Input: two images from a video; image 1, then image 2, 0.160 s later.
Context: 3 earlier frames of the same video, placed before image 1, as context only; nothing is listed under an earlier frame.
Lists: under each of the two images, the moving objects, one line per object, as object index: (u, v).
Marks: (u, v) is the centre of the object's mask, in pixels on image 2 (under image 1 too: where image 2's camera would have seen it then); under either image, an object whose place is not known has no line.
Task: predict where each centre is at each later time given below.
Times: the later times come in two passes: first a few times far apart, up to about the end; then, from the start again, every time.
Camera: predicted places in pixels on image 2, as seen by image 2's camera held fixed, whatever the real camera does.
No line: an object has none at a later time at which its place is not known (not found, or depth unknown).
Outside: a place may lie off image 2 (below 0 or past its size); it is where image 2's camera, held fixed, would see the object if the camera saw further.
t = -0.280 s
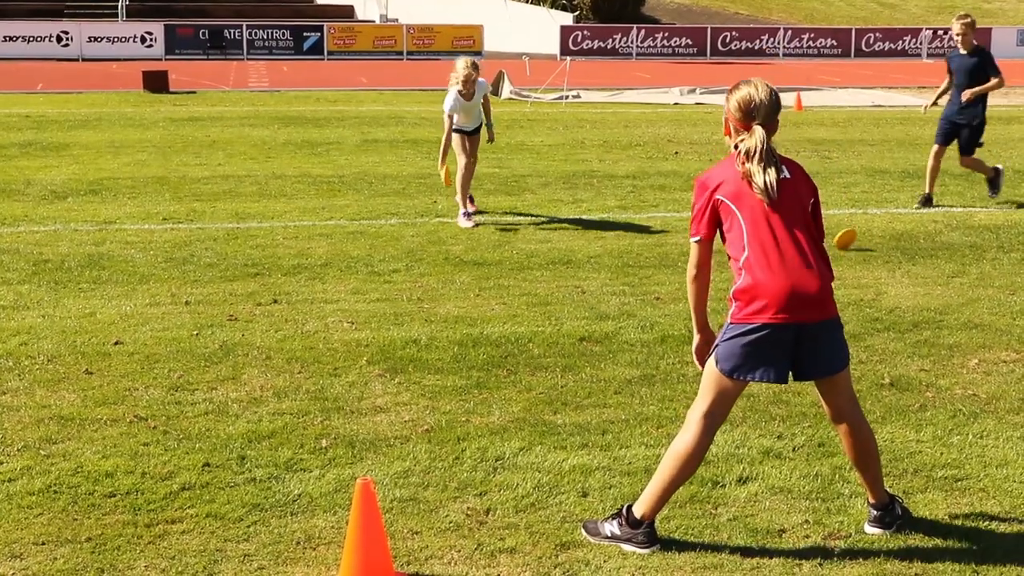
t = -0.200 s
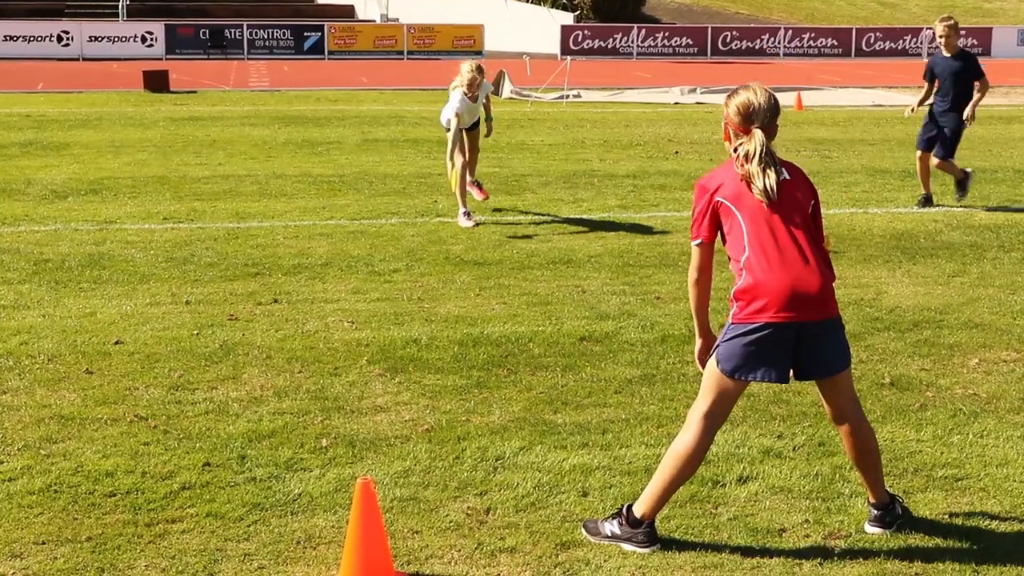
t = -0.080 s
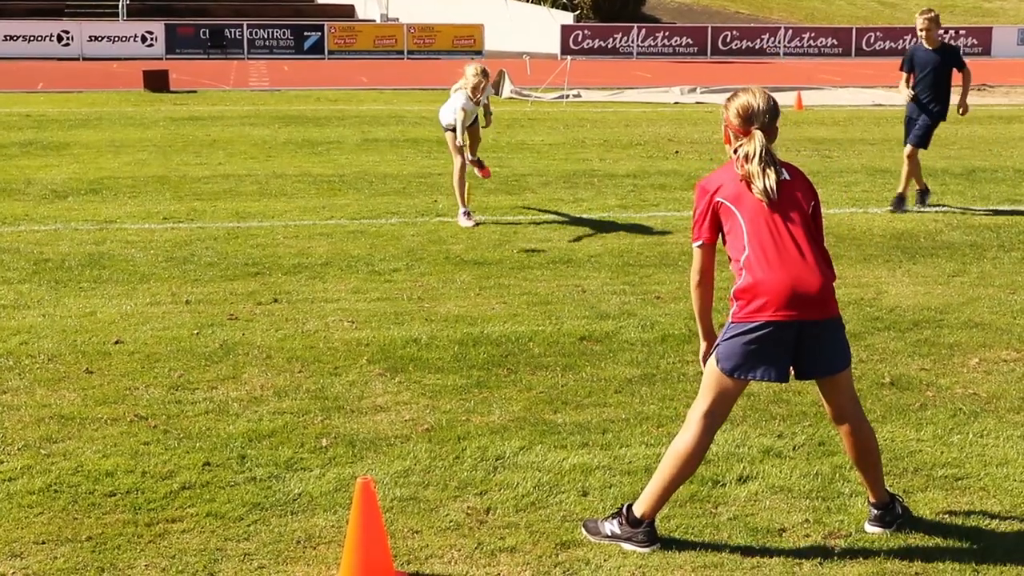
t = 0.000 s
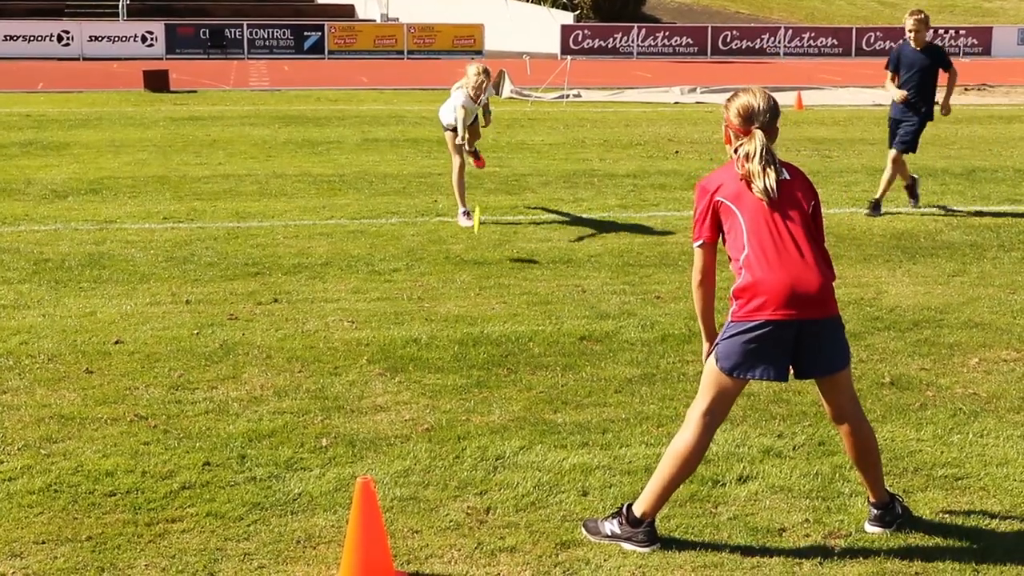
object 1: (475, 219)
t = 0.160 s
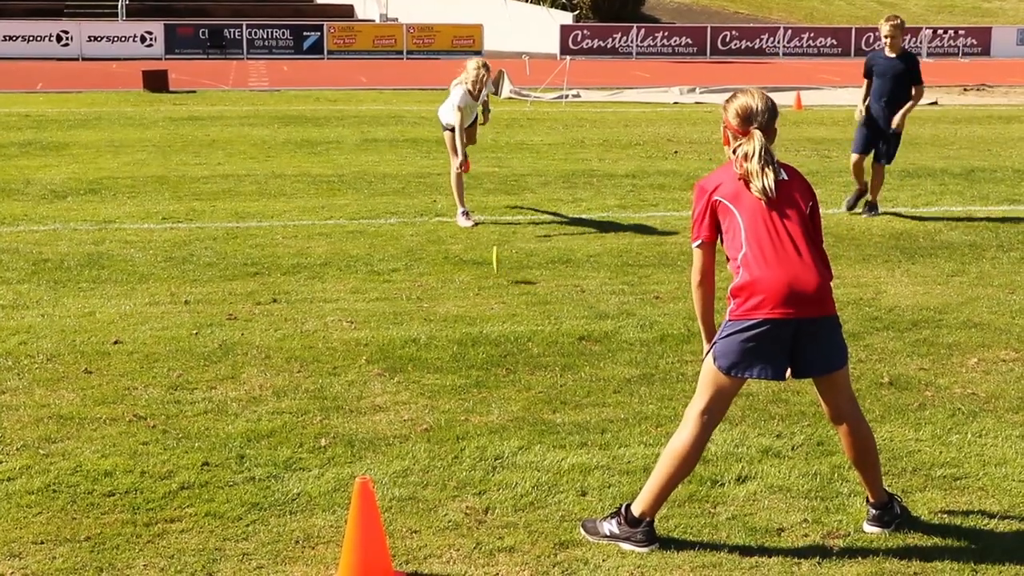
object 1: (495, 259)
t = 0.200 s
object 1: (501, 261)
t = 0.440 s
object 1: (536, 299)
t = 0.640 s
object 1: (568, 332)
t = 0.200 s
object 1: (501, 261)
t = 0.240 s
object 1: (507, 264)
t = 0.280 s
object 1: (512, 269)
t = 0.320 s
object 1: (518, 279)
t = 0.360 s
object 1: (524, 293)
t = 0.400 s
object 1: (530, 298)
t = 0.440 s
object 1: (536, 299)
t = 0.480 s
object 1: (542, 305)
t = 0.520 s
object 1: (548, 312)
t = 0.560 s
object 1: (555, 321)
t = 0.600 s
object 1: (561, 327)
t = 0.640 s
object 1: (568, 332)
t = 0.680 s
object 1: (574, 338)
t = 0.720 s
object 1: (582, 345)
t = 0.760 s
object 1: (590, 354)
